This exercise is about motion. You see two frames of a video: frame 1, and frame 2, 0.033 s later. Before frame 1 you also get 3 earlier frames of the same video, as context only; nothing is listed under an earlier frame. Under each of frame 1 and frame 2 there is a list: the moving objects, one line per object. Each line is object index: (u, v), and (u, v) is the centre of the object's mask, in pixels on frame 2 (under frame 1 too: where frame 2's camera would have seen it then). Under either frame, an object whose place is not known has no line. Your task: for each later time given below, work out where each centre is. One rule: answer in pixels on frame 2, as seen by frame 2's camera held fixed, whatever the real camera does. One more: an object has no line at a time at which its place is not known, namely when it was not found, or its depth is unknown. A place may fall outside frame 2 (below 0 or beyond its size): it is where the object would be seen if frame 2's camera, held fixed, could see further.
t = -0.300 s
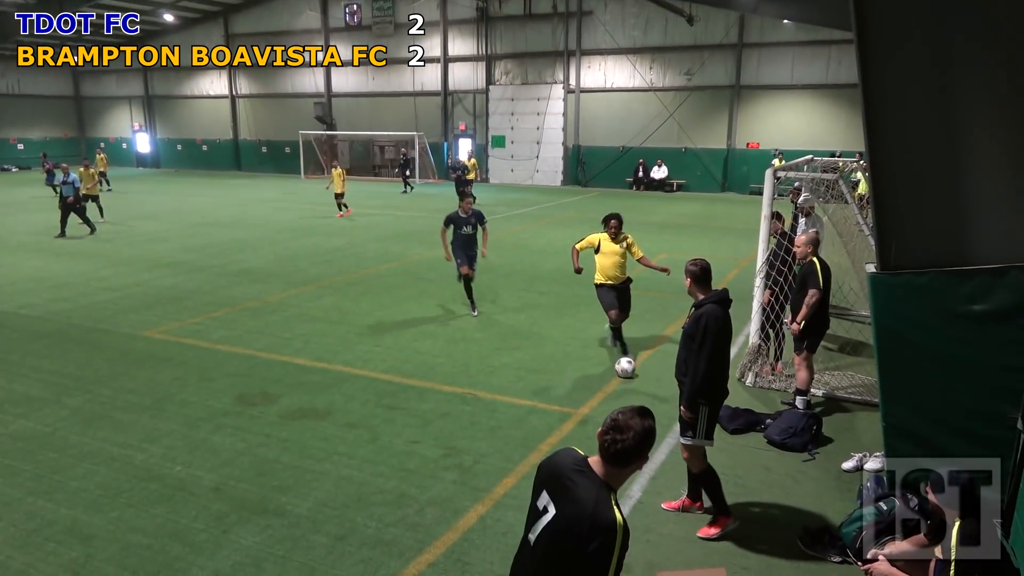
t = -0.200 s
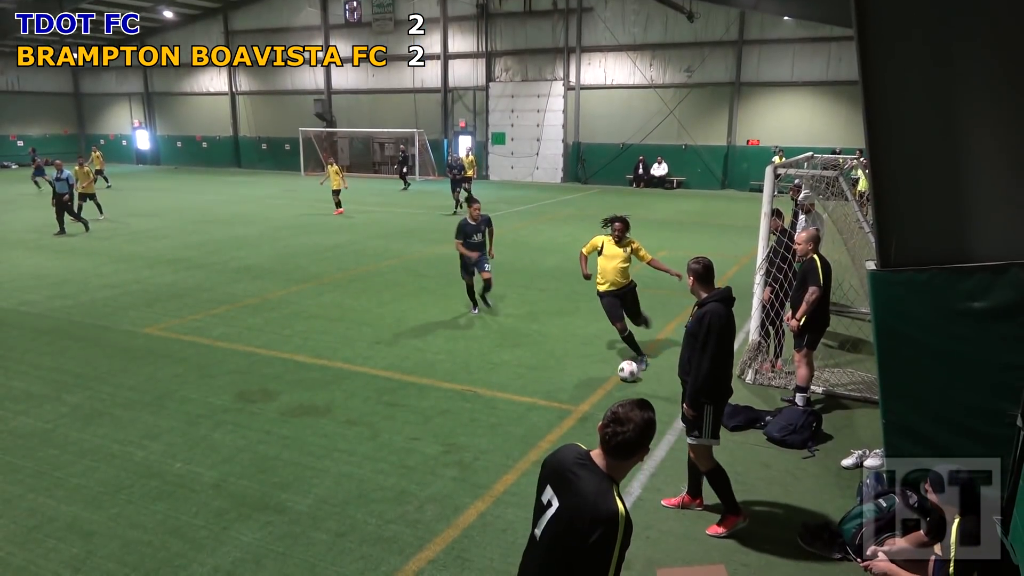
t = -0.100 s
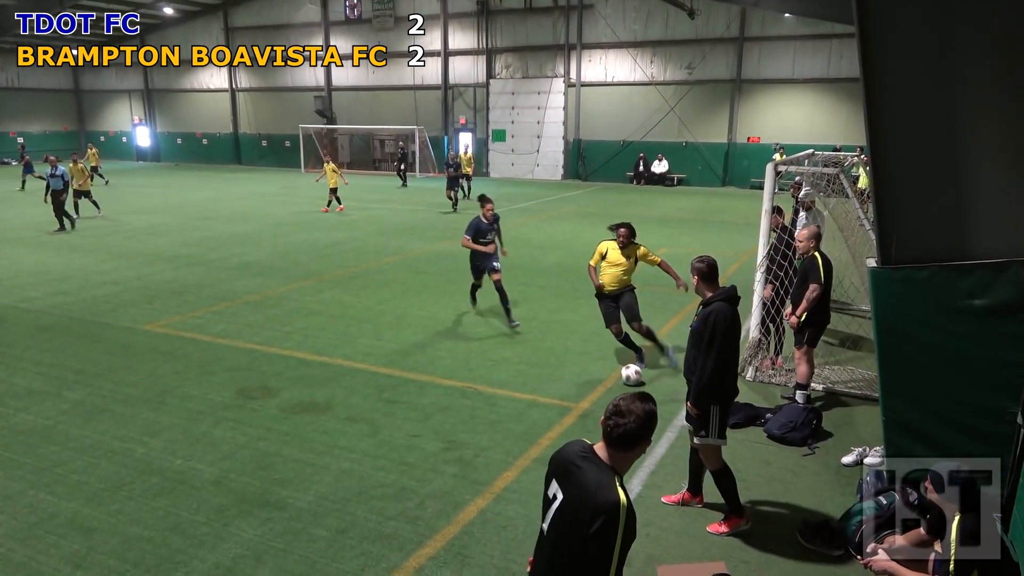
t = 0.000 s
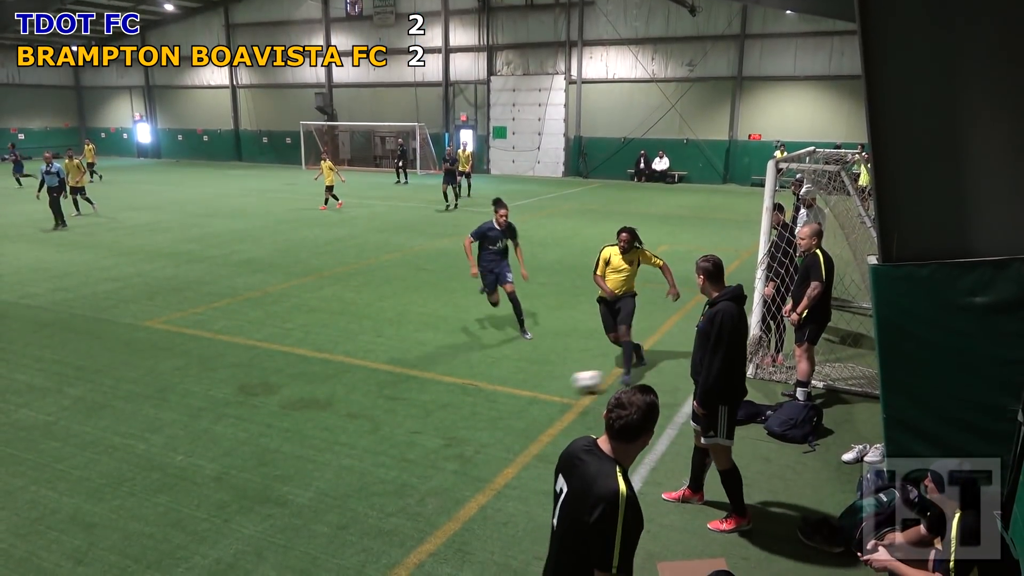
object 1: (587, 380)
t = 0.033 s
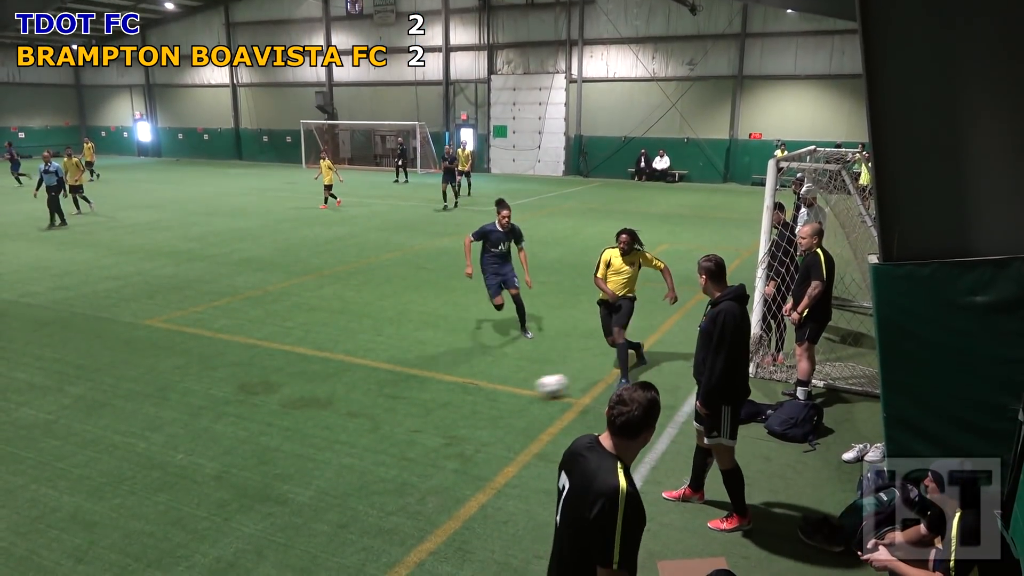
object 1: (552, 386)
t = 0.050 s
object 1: (533, 389)
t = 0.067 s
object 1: (514, 392)
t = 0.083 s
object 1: (495, 393)
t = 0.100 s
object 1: (477, 396)
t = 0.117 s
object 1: (459, 400)
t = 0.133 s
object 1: (440, 402)
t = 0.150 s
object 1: (420, 404)
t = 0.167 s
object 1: (400, 408)
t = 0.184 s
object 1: (380, 411)
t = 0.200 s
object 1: (360, 414)
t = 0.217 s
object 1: (339, 418)
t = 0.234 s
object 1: (320, 420)
